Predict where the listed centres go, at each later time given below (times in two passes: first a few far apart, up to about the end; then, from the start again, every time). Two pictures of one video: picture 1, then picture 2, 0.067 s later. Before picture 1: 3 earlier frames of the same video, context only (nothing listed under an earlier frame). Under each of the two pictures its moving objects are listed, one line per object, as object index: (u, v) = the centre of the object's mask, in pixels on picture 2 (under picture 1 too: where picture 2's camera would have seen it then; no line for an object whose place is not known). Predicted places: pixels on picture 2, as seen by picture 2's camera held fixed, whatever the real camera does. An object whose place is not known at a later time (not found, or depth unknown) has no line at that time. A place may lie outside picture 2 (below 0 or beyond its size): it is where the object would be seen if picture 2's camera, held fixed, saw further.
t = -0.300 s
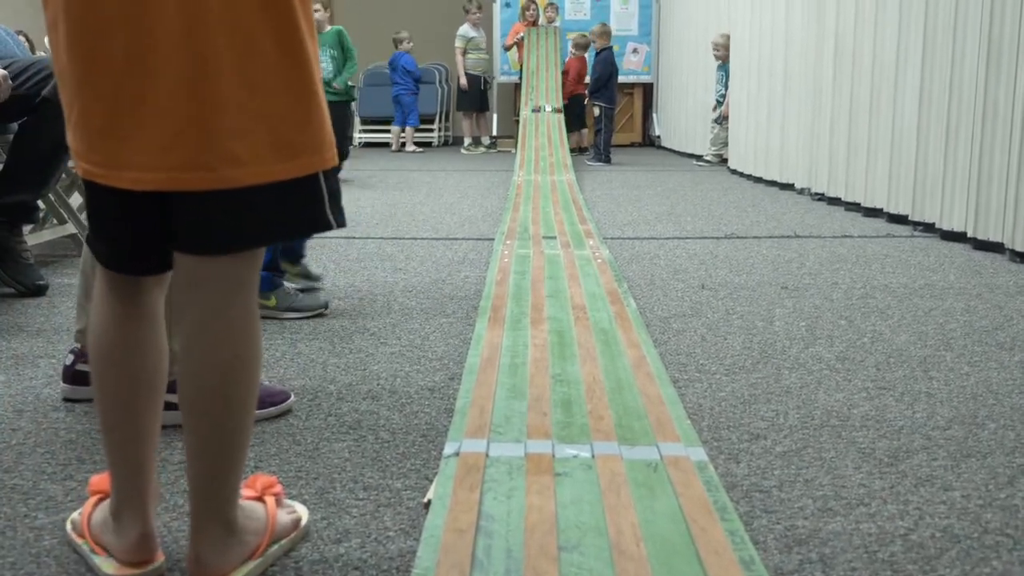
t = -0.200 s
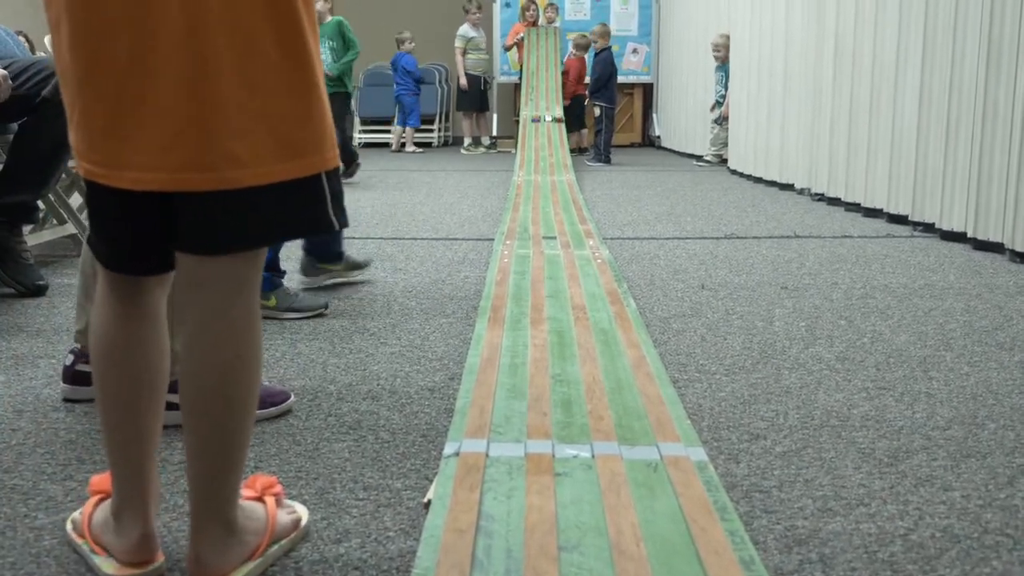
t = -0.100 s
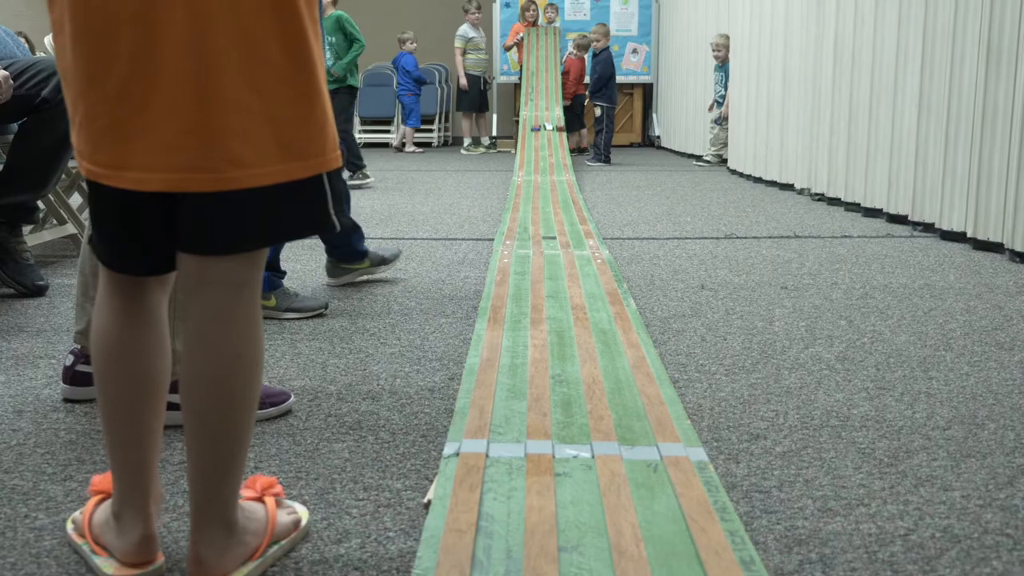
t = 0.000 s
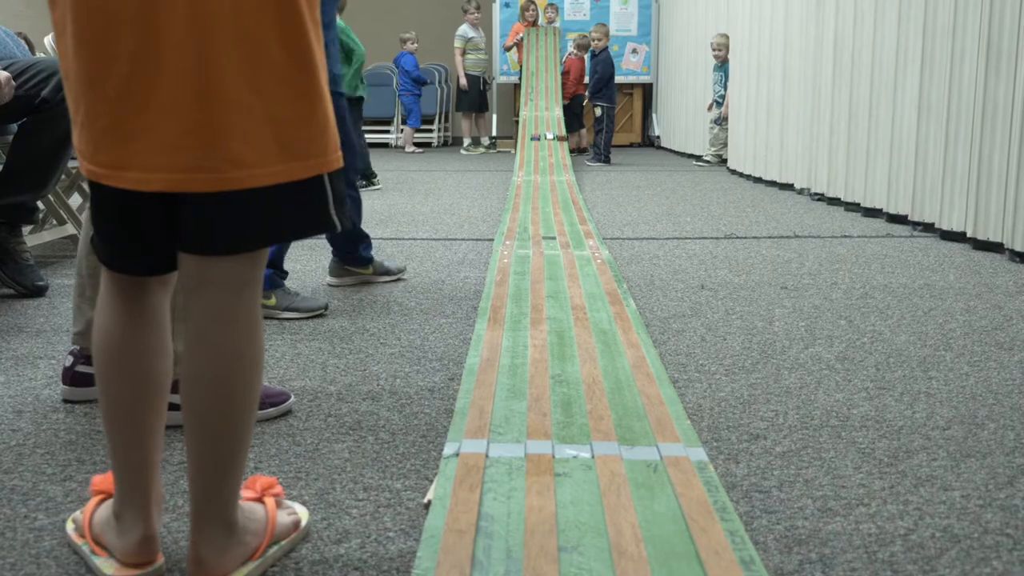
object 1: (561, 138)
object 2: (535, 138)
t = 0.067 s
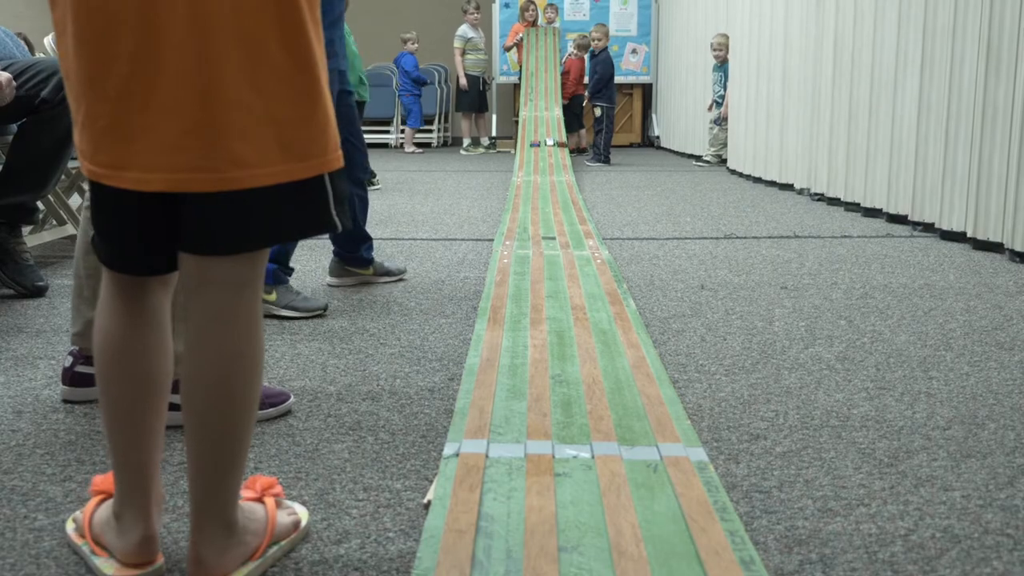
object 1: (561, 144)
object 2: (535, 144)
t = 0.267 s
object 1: (564, 163)
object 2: (536, 162)
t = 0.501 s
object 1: (570, 182)
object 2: (536, 182)
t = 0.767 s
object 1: (577, 203)
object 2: (534, 203)
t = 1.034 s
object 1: (588, 229)
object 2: (534, 228)
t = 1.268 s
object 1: (602, 259)
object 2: (537, 259)
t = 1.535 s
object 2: (540, 323)
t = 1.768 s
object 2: (543, 420)
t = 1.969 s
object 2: (546, 542)
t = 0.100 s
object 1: (561, 147)
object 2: (535, 147)
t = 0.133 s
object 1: (562, 150)
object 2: (536, 150)
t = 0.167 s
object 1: (563, 154)
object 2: (536, 153)
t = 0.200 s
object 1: (563, 156)
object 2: (537, 156)
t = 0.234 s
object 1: (564, 160)
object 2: (537, 159)
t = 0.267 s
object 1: (564, 163)
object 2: (536, 162)
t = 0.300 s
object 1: (565, 166)
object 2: (536, 165)
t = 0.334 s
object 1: (566, 169)
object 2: (536, 169)
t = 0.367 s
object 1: (566, 172)
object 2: (536, 172)
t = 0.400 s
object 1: (567, 175)
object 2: (536, 175)
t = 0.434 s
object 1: (568, 177)
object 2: (536, 178)
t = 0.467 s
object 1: (569, 179)
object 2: (536, 181)
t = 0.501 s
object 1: (570, 182)
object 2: (536, 182)
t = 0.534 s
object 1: (570, 185)
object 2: (536, 186)
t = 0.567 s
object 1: (572, 187)
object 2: (536, 188)
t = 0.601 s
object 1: (572, 190)
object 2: (535, 190)
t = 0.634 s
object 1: (573, 193)
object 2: (535, 193)
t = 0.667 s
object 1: (573, 196)
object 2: (535, 196)
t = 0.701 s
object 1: (574, 198)
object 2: (535, 198)
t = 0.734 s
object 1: (576, 201)
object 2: (535, 201)
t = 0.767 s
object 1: (577, 203)
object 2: (534, 203)
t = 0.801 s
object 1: (578, 206)
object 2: (534, 206)
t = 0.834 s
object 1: (580, 209)
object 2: (533, 209)
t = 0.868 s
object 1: (580, 212)
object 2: (533, 212)
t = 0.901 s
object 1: (581, 215)
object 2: (533, 215)
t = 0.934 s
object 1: (583, 218)
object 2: (533, 218)
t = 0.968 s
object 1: (584, 222)
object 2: (533, 221)
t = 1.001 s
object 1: (587, 225)
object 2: (534, 224)
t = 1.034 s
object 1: (588, 229)
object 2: (534, 228)
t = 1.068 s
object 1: (590, 232)
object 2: (535, 231)
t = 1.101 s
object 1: (591, 236)
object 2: (536, 235)
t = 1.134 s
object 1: (593, 240)
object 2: (536, 239)
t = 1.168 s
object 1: (594, 244)
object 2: (537, 243)
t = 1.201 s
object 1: (596, 248)
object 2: (537, 248)
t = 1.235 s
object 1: (599, 254)
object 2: (537, 253)
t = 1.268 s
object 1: (602, 259)
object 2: (537, 259)
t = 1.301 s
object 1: (604, 265)
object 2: (536, 265)
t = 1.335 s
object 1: (607, 271)
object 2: (535, 272)
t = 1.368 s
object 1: (610, 278)
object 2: (535, 279)
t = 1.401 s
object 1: (613, 285)
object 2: (536, 286)
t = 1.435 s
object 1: (616, 293)
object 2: (537, 294)
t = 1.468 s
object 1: (619, 302)
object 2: (538, 303)
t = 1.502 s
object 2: (540, 313)
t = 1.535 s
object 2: (540, 323)
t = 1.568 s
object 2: (540, 334)
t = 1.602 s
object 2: (541, 345)
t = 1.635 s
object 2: (542, 358)
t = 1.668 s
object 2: (542, 371)
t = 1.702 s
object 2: (543, 387)
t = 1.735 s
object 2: (543, 404)
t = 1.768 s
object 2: (543, 420)
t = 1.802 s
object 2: (544, 439)
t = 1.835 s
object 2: (545, 461)
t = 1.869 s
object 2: (545, 484)
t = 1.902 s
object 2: (546, 511)
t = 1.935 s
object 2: (546, 532)
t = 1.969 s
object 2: (546, 542)
